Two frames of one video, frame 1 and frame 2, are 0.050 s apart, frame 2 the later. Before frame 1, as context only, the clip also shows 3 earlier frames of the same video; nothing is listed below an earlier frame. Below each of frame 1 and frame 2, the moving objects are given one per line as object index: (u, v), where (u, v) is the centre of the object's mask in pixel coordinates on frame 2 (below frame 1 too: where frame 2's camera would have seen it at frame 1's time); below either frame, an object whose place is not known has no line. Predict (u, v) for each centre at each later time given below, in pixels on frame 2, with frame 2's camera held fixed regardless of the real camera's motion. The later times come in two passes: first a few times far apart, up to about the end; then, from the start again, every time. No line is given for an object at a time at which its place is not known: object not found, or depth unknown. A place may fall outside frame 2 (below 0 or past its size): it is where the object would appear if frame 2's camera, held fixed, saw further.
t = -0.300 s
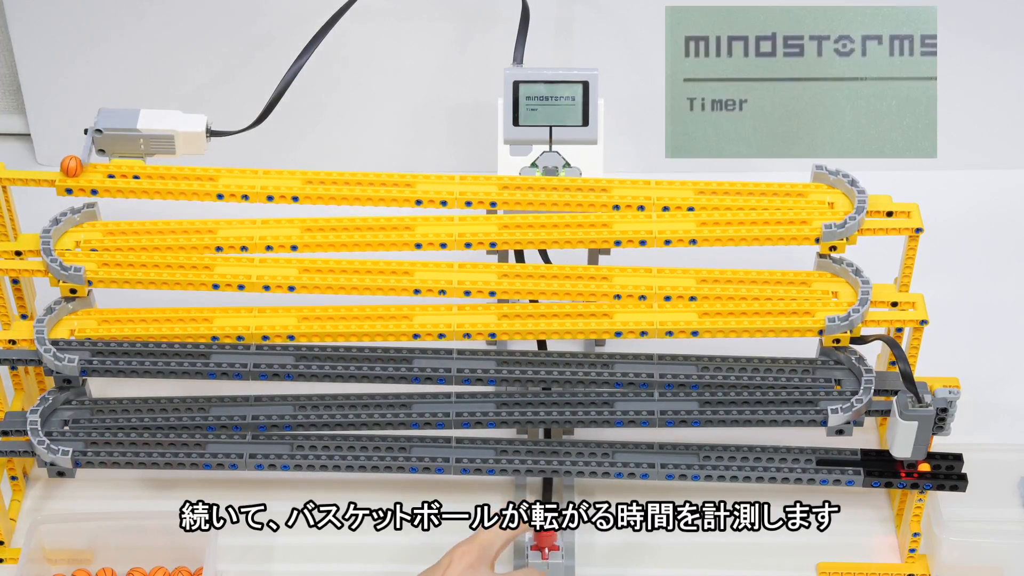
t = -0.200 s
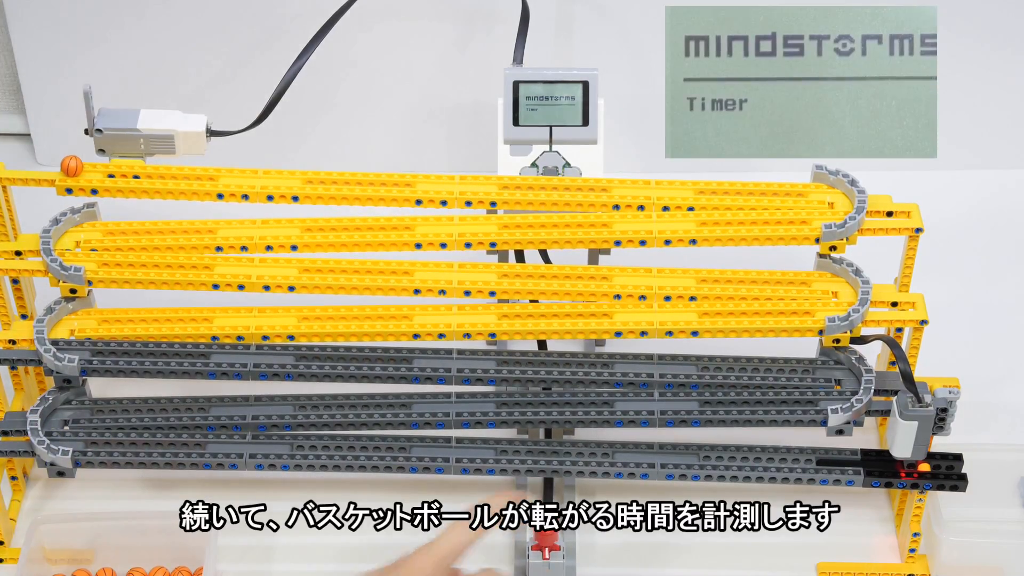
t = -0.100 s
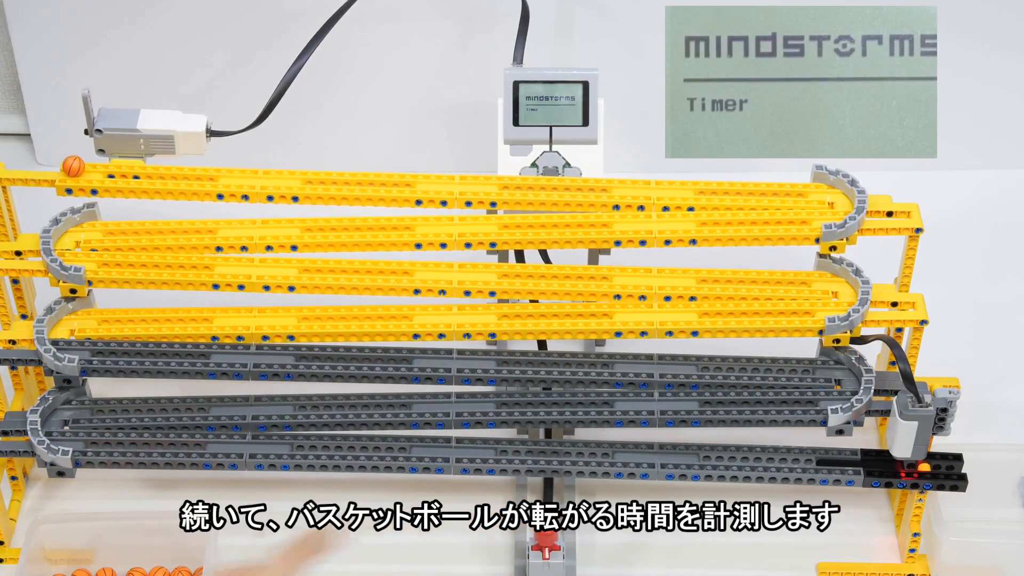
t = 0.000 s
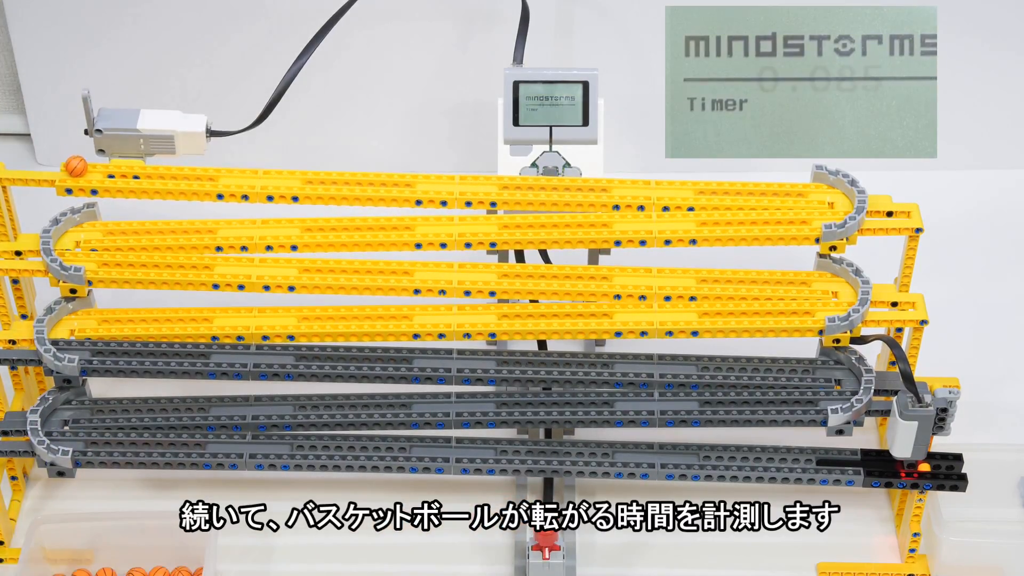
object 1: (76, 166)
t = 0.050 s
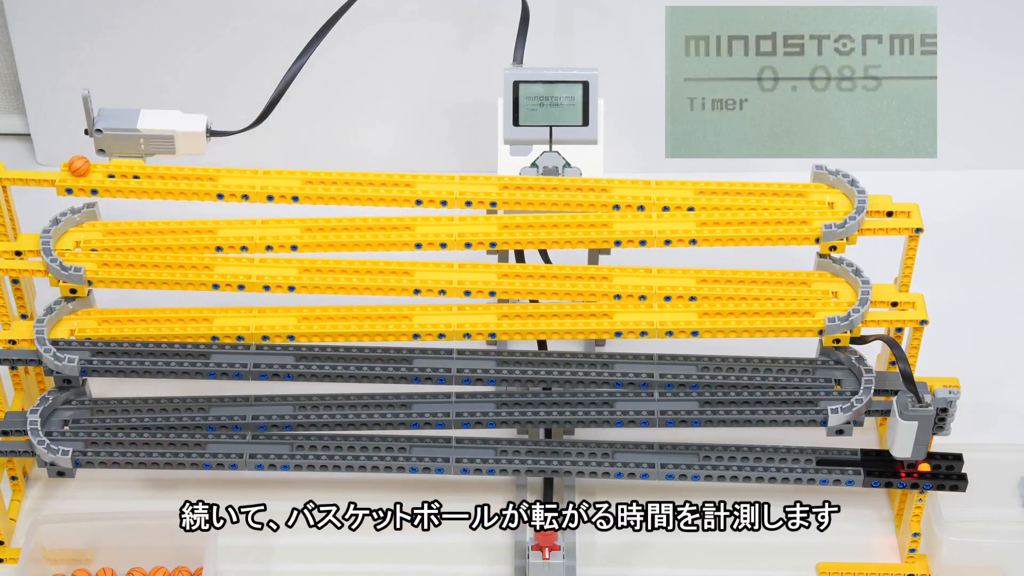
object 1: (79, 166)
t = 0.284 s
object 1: (101, 167)
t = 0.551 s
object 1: (137, 168)
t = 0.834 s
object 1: (187, 170)
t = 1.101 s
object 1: (245, 173)
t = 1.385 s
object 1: (309, 175)
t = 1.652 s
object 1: (372, 176)
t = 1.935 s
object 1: (440, 178)
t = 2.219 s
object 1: (509, 181)
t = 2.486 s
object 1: (571, 182)
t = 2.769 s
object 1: (634, 183)
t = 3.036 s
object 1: (690, 185)
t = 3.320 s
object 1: (744, 186)
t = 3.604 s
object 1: (799, 188)
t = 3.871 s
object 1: (844, 199)
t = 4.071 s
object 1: (834, 212)
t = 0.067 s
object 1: (80, 166)
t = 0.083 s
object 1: (81, 166)
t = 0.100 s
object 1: (82, 166)
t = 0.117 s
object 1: (84, 166)
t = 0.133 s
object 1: (85, 167)
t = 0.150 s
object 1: (87, 167)
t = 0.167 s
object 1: (88, 166)
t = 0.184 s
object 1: (90, 166)
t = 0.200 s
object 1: (92, 166)
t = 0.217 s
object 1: (93, 166)
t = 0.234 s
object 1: (96, 167)
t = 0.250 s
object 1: (97, 167)
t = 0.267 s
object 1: (99, 167)
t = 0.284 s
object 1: (101, 167)
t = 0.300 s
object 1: (103, 167)
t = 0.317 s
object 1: (105, 167)
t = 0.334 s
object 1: (107, 167)
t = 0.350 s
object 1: (110, 167)
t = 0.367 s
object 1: (111, 167)
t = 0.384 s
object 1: (113, 168)
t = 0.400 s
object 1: (116, 168)
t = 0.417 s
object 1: (118, 168)
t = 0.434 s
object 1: (121, 168)
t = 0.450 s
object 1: (123, 168)
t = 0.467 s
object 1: (125, 168)
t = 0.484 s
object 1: (127, 168)
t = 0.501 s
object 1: (130, 169)
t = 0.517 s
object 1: (132, 169)
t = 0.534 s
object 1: (135, 168)
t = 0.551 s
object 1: (137, 168)
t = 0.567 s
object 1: (140, 168)
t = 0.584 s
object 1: (142, 169)
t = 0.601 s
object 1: (145, 168)
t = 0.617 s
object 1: (148, 168)
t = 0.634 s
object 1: (151, 169)
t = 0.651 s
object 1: (153, 169)
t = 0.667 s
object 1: (156, 169)
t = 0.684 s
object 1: (159, 169)
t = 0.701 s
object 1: (162, 169)
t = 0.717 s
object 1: (165, 169)
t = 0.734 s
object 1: (168, 170)
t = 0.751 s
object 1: (170, 170)
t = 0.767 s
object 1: (174, 170)
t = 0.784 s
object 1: (177, 170)
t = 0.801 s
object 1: (180, 170)
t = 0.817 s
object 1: (184, 170)
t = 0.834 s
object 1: (187, 170)
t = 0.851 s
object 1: (190, 171)
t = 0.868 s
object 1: (193, 170)
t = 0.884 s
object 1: (197, 170)
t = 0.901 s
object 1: (201, 171)
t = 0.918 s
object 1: (204, 171)
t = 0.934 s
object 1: (208, 171)
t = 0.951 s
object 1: (212, 171)
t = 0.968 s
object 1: (215, 171)
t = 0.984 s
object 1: (218, 172)
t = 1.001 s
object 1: (221, 172)
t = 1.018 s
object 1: (225, 172)
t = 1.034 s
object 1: (229, 172)
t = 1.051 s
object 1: (233, 172)
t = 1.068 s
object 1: (236, 172)
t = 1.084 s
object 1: (240, 172)
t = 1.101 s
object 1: (245, 173)
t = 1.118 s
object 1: (248, 173)
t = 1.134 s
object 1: (252, 173)
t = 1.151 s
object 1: (256, 173)
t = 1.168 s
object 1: (260, 173)
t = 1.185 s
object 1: (264, 173)
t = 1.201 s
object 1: (268, 173)
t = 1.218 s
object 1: (272, 173)
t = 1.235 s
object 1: (275, 174)
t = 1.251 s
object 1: (278, 174)
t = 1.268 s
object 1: (283, 174)
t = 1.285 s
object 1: (286, 174)
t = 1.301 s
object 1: (290, 174)
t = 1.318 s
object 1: (294, 174)
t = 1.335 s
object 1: (298, 174)
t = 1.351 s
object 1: (302, 174)
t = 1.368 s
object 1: (306, 175)
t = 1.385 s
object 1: (309, 175)
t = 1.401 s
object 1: (313, 175)
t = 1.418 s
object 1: (317, 175)
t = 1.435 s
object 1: (321, 175)
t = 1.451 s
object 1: (325, 175)
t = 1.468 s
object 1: (329, 175)
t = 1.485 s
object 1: (332, 175)
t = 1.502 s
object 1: (336, 175)
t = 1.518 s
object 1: (341, 175)
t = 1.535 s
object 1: (345, 175)
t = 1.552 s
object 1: (348, 176)
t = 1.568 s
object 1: (353, 176)
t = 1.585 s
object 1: (356, 176)
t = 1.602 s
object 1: (360, 176)
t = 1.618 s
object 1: (364, 176)
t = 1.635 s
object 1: (368, 176)
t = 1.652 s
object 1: (372, 176)
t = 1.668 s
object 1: (376, 176)
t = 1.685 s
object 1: (380, 176)
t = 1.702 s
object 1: (383, 177)
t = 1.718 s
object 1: (387, 177)
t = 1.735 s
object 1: (391, 177)
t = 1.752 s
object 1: (395, 177)
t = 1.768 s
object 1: (399, 177)
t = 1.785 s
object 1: (403, 178)
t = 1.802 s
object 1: (407, 178)
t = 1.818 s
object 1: (411, 178)
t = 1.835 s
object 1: (415, 178)
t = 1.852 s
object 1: (419, 178)
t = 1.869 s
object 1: (424, 177)
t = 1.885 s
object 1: (428, 178)
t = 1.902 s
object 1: (432, 178)
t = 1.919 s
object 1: (436, 178)
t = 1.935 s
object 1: (440, 178)
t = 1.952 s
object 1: (444, 178)
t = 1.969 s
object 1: (448, 178)
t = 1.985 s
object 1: (452, 178)
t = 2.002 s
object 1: (456, 178)
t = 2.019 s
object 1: (460, 179)
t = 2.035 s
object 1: (465, 179)
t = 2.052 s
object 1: (469, 179)
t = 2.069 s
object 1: (473, 179)
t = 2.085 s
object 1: (477, 179)
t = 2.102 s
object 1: (481, 179)
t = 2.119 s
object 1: (485, 179)
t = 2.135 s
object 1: (489, 179)
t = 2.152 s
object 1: (493, 180)
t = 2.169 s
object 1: (497, 180)
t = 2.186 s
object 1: (501, 180)
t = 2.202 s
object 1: (505, 180)
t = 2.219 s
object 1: (509, 181)
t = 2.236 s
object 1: (513, 180)
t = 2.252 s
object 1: (516, 181)
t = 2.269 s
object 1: (520, 181)
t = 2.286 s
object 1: (525, 180)
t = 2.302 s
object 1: (529, 181)
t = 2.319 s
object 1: (532, 181)
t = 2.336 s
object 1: (537, 181)
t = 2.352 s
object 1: (541, 181)
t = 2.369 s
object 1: (544, 180)
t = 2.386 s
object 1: (548, 180)
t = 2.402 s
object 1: (552, 181)
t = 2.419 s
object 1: (556, 181)
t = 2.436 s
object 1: (559, 181)
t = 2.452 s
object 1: (563, 181)
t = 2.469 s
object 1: (567, 181)
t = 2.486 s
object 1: (571, 182)
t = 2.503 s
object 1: (575, 182)
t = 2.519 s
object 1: (579, 182)
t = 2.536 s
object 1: (582, 182)
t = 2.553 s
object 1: (587, 182)
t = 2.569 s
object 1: (590, 182)
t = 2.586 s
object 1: (594, 182)
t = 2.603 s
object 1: (597, 182)
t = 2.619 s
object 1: (601, 182)
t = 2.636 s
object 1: (604, 183)
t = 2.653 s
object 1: (609, 183)
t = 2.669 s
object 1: (612, 183)
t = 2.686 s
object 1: (616, 183)
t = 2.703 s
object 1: (619, 183)
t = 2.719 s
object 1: (623, 183)
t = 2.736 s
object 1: (627, 183)
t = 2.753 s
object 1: (630, 183)
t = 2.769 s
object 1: (634, 183)
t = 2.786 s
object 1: (638, 184)
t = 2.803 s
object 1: (642, 184)
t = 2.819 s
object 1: (645, 184)
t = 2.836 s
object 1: (649, 184)
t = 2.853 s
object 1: (653, 184)
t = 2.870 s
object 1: (657, 184)
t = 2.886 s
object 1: (660, 184)
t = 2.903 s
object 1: (663, 184)
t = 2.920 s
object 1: (666, 185)
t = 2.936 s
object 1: (670, 184)
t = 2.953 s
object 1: (673, 184)
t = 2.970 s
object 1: (677, 184)
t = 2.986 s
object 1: (680, 184)
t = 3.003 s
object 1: (684, 184)
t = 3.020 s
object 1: (687, 185)
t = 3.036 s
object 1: (690, 185)
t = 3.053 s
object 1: (694, 185)
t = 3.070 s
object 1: (697, 185)
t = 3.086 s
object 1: (700, 185)
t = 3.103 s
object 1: (703, 185)
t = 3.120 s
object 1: (706, 185)
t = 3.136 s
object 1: (709, 185)
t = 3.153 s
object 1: (713, 185)
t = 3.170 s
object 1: (715, 185)
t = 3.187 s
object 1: (719, 185)
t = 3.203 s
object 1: (722, 186)
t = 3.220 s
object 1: (725, 186)
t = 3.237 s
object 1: (728, 186)
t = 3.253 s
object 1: (731, 186)
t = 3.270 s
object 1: (734, 186)
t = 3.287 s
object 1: (737, 186)
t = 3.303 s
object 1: (741, 186)
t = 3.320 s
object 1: (744, 186)
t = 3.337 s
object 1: (747, 186)
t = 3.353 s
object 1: (751, 186)
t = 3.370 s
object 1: (754, 187)
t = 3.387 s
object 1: (757, 187)
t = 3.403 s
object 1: (760, 187)
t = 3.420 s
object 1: (764, 186)
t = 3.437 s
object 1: (767, 186)
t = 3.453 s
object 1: (770, 186)
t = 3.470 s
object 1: (773, 187)
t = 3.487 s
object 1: (777, 186)
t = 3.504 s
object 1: (780, 187)
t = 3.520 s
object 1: (783, 187)
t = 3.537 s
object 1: (786, 187)
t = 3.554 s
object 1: (789, 187)
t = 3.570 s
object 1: (793, 187)
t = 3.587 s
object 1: (796, 187)
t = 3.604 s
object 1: (799, 188)
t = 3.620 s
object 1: (802, 187)
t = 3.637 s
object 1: (806, 187)
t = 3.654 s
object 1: (809, 187)
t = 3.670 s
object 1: (813, 187)
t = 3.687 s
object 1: (817, 187)
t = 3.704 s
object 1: (820, 187)
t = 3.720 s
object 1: (823, 187)
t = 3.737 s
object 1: (827, 187)
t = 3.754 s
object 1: (831, 188)
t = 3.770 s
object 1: (834, 189)
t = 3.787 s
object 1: (838, 190)
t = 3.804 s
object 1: (840, 193)
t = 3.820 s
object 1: (842, 195)
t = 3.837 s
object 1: (843, 196)
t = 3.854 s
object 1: (844, 198)
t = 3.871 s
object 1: (844, 199)
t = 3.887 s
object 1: (844, 201)
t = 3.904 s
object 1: (843, 203)
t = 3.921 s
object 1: (843, 204)
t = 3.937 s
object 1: (842, 205)
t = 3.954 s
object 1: (843, 206)
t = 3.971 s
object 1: (843, 207)
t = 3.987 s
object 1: (843, 208)
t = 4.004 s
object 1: (840, 209)
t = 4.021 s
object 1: (838, 211)
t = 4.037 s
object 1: (838, 211)
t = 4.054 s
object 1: (836, 212)
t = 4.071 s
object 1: (834, 212)
